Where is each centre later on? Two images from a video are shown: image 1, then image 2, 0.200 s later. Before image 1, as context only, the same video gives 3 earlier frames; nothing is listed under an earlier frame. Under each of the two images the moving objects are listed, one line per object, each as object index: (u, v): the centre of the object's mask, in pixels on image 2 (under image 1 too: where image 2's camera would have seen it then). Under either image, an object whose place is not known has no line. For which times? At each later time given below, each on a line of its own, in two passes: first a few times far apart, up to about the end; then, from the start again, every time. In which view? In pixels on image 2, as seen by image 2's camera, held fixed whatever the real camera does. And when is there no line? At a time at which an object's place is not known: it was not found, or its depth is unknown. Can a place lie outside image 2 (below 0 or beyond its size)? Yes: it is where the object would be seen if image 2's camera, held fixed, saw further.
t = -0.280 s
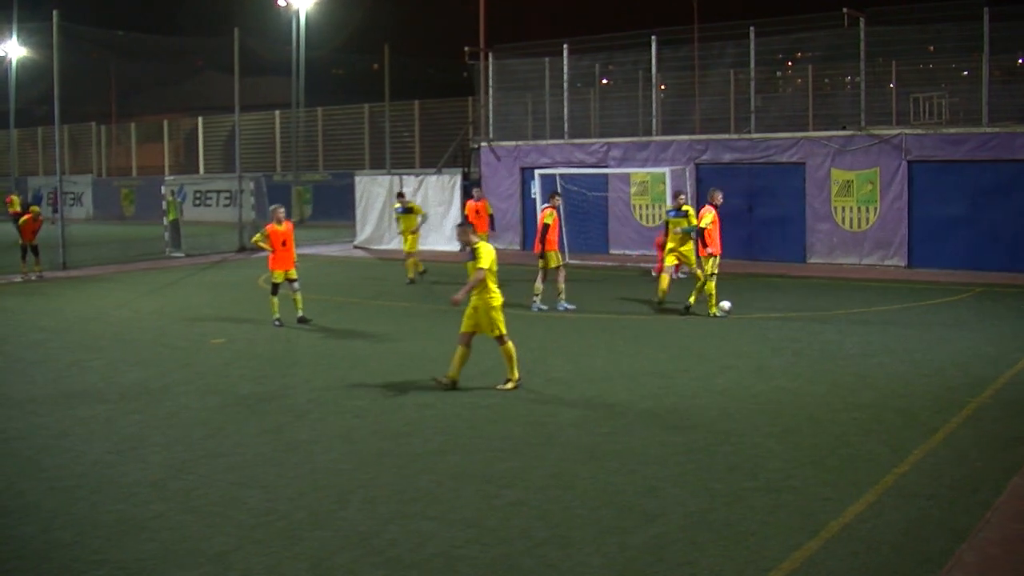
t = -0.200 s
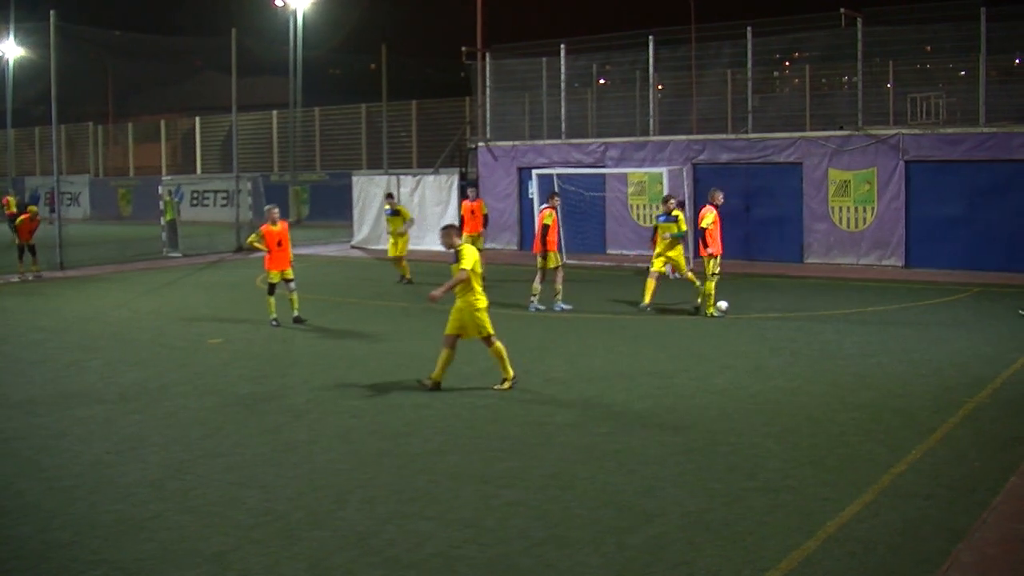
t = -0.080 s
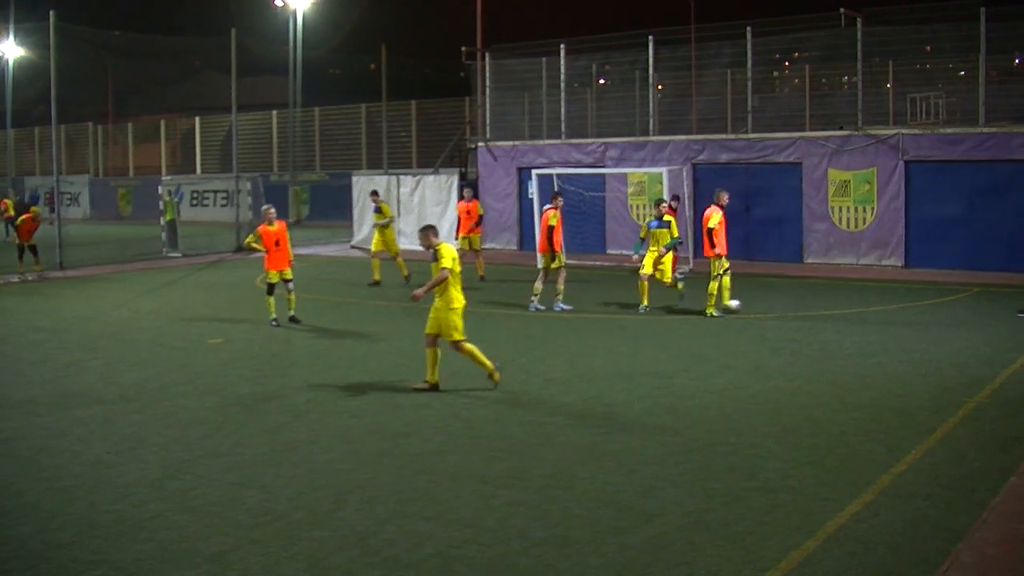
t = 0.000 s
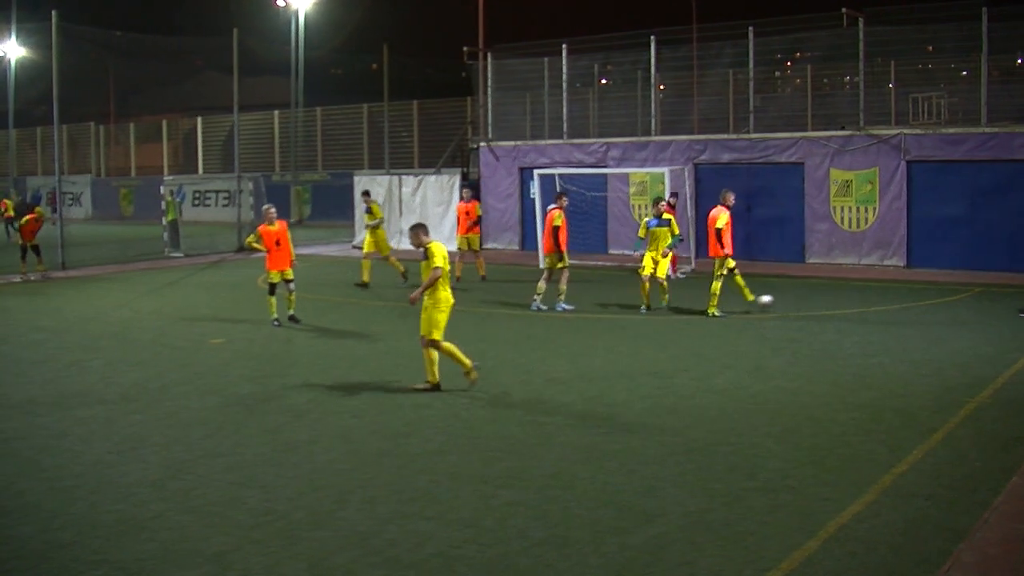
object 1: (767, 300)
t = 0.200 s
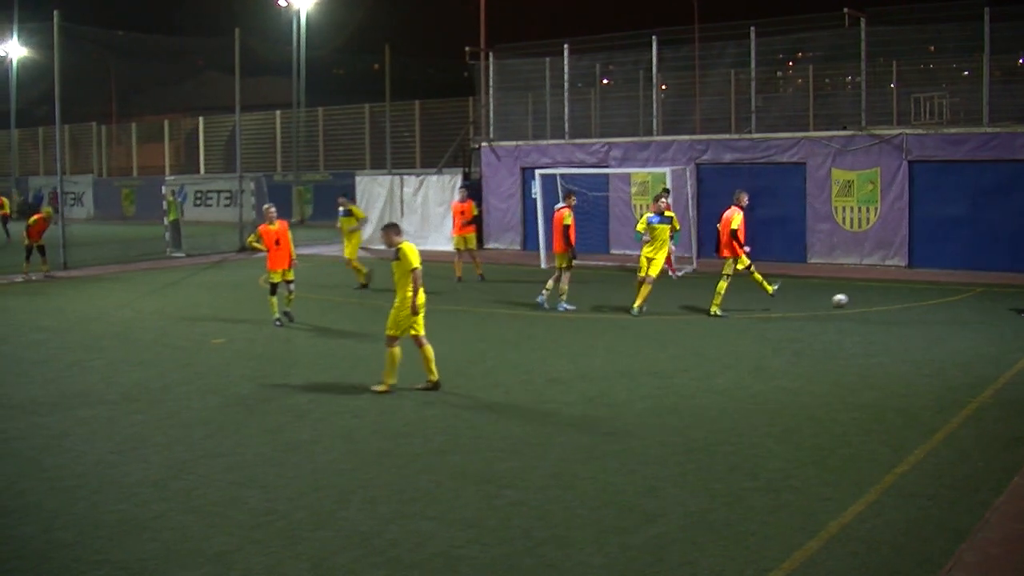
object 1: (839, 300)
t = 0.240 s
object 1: (852, 299)
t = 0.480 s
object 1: (916, 296)
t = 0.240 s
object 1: (852, 299)
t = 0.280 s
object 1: (864, 299)
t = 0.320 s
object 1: (876, 298)
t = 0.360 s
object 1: (886, 297)
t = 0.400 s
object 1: (896, 297)
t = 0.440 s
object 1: (906, 297)
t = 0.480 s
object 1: (916, 296)
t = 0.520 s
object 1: (925, 296)
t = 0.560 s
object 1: (934, 296)
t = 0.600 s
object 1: (943, 295)
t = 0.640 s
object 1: (952, 295)
